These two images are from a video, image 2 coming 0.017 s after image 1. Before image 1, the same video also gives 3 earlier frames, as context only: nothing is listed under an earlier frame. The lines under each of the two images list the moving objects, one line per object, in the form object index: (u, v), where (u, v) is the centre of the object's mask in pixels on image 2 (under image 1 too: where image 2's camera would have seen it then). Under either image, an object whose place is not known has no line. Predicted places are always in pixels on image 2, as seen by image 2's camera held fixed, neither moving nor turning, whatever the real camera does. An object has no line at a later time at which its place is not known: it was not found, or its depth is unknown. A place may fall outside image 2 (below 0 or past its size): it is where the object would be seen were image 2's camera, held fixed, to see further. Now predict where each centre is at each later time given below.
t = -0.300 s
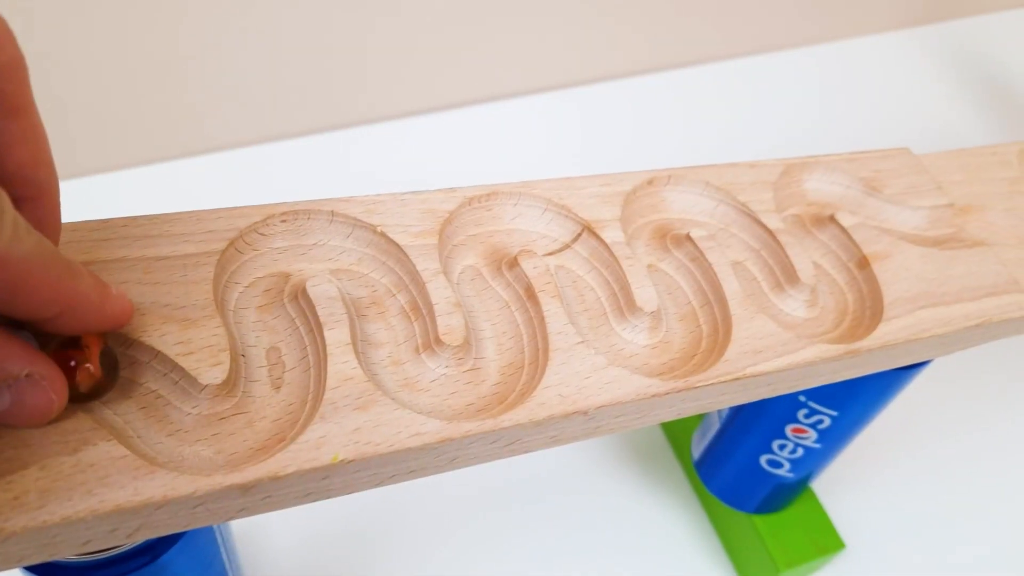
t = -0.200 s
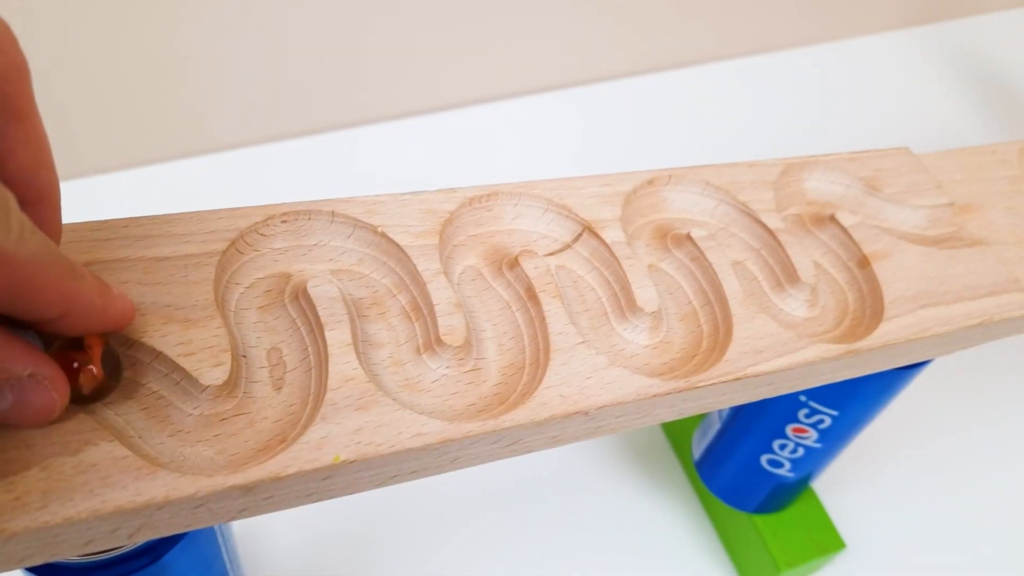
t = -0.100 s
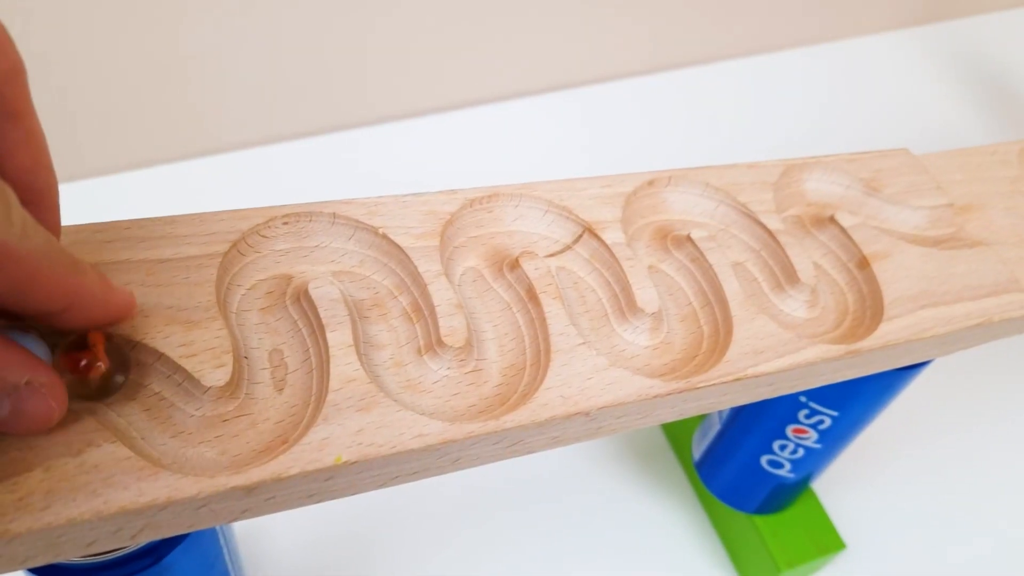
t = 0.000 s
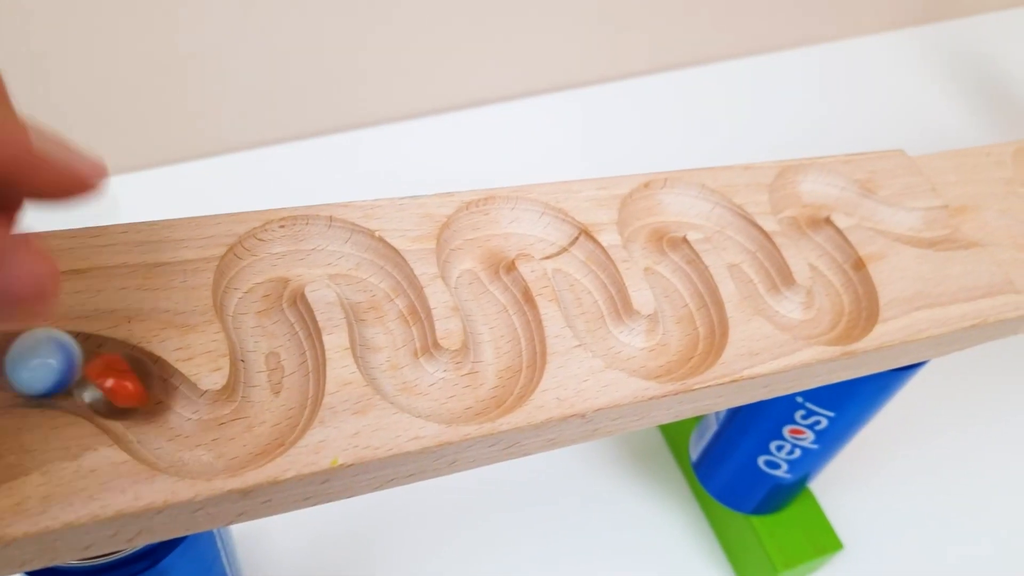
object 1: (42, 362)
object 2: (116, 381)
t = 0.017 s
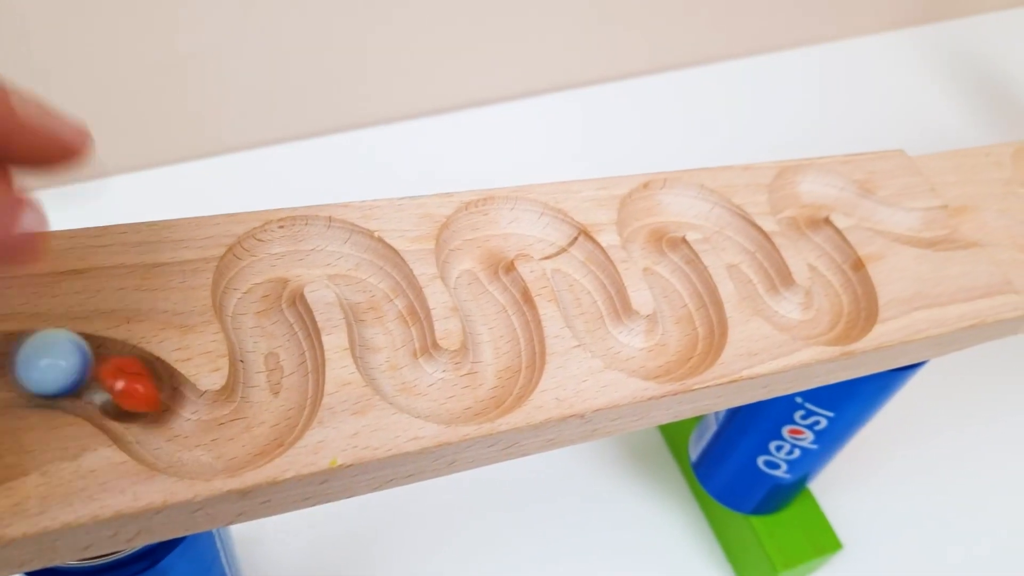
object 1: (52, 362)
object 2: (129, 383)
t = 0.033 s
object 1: (64, 364)
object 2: (143, 388)
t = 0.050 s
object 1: (77, 368)
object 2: (153, 395)
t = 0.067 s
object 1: (91, 372)
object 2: (162, 403)
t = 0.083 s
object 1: (106, 376)
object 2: (169, 414)
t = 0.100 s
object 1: (123, 383)
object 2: (173, 430)
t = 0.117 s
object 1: (137, 390)
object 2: (191, 432)
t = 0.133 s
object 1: (149, 398)
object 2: (205, 441)
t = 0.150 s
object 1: (159, 408)
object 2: (223, 442)
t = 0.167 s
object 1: (167, 422)
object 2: (240, 436)
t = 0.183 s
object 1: (178, 435)
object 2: (252, 423)
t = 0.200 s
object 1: (190, 443)
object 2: (269, 406)
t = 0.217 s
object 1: (207, 446)
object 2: (284, 391)
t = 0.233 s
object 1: (224, 444)
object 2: (286, 375)
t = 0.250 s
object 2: (286, 360)
